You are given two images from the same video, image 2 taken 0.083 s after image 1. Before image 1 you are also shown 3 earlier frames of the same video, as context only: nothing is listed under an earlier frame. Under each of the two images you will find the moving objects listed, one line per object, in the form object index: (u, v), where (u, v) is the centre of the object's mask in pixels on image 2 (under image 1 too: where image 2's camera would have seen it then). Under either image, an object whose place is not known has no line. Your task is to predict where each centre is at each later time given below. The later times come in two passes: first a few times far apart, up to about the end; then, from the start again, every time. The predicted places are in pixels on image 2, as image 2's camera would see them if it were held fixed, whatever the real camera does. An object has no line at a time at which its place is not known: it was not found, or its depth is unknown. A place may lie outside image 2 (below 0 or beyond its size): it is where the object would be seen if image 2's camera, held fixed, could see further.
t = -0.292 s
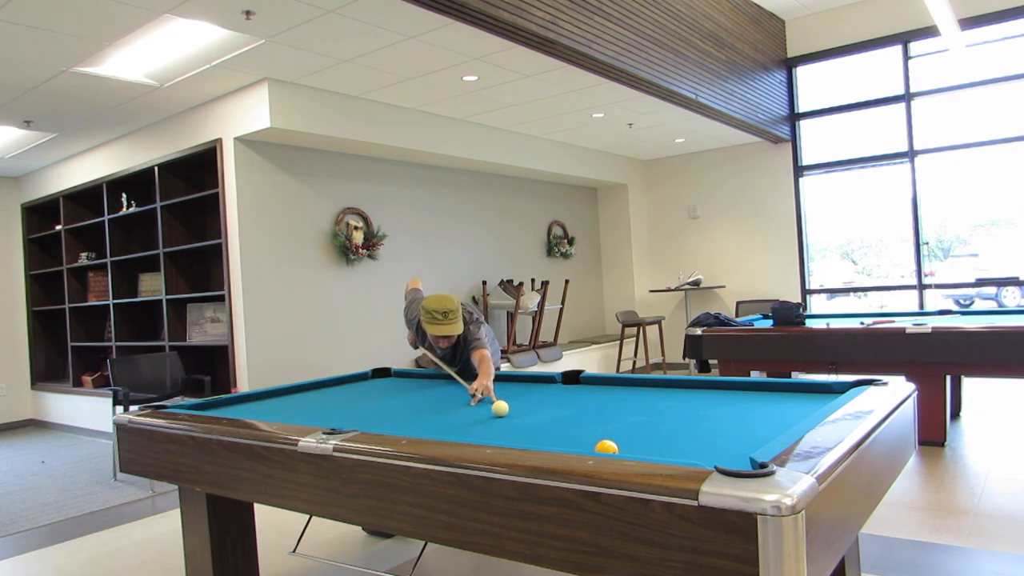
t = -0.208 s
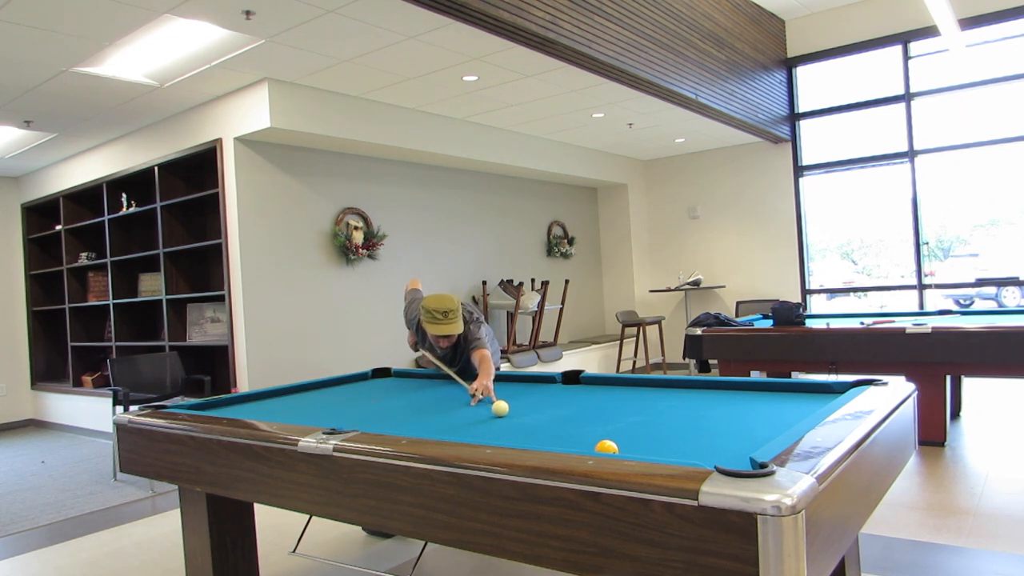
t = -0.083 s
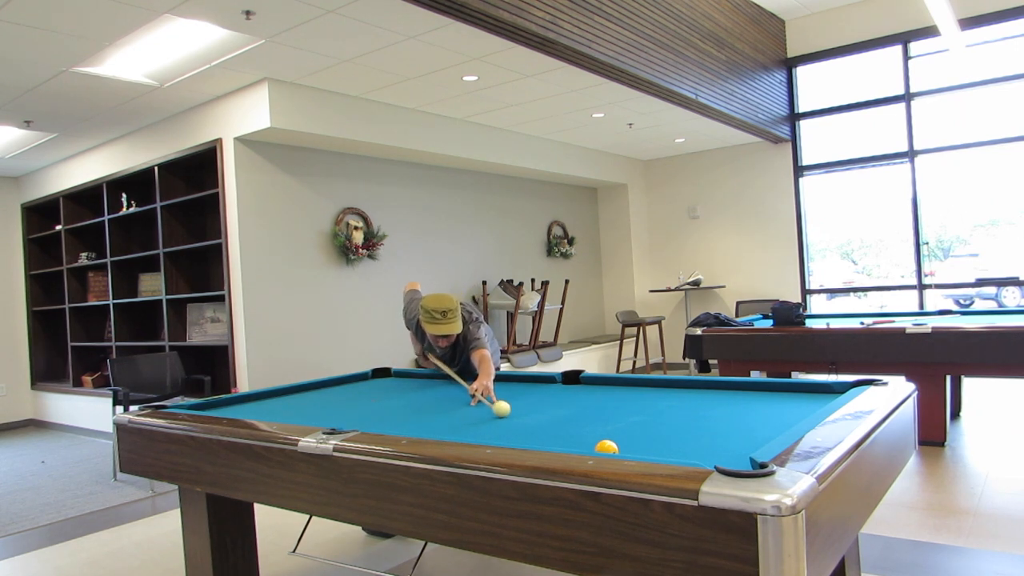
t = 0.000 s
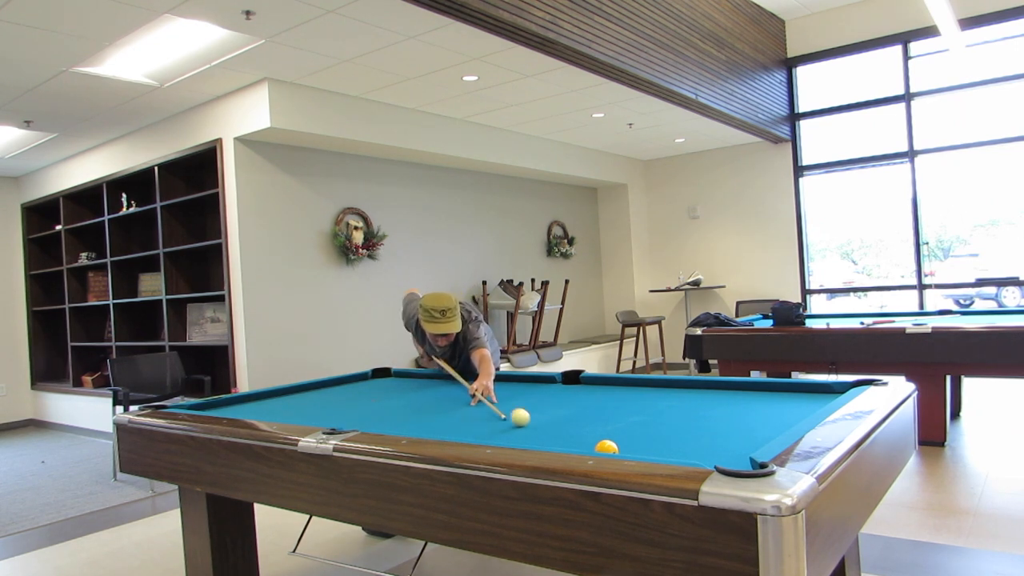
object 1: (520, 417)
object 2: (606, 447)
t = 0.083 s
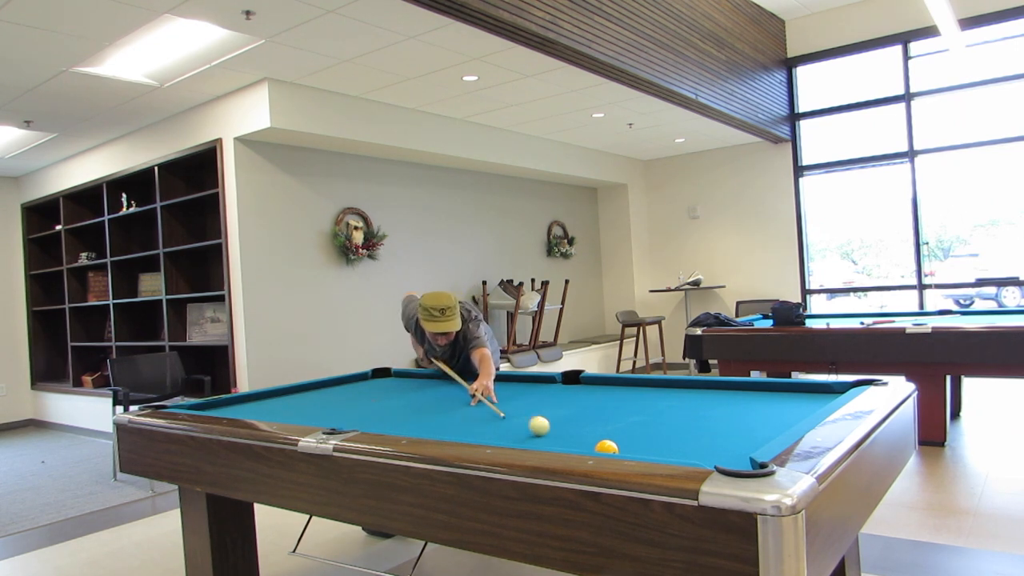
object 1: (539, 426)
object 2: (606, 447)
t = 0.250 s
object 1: (576, 440)
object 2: (606, 447)
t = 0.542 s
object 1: (587, 444)
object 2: (673, 454)
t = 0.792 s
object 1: (594, 441)
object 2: (741, 461)
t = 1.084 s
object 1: (601, 437)
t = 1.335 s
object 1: (606, 434)
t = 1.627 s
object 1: (610, 430)
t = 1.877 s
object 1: (613, 428)
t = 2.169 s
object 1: (615, 426)
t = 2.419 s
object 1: (616, 424)
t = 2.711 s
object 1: (616, 423)
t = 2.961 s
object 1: (617, 422)
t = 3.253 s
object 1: (616, 422)
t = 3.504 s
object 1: (616, 422)
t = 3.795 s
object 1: (616, 422)
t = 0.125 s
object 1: (548, 430)
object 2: (606, 447)
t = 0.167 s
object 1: (558, 434)
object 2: (606, 447)
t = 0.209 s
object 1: (567, 438)
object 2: (606, 447)
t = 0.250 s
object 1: (576, 440)
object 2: (606, 447)
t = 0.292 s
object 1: (584, 443)
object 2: (607, 447)
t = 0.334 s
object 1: (586, 445)
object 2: (613, 447)
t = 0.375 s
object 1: (582, 446)
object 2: (627, 449)
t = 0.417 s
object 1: (583, 445)
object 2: (640, 451)
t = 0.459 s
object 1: (584, 445)
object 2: (651, 452)
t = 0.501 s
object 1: (585, 444)
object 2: (662, 453)
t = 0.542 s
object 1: (587, 444)
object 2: (673, 454)
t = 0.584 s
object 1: (588, 444)
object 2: (684, 455)
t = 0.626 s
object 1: (589, 443)
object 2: (696, 456)
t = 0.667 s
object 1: (590, 442)
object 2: (708, 458)
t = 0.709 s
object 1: (592, 442)
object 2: (718, 459)
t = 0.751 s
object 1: (593, 442)
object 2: (730, 461)
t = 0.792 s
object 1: (594, 441)
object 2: (741, 461)
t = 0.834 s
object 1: (595, 441)
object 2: (738, 462)
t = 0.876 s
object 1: (596, 440)
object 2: (735, 462)
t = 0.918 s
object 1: (597, 440)
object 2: (732, 463)
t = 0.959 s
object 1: (598, 439)
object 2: (731, 464)
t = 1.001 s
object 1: (599, 439)
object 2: (731, 466)
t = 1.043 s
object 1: (600, 438)
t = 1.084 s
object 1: (601, 437)
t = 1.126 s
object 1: (602, 436)
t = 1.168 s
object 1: (603, 436)
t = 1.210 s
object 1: (604, 435)
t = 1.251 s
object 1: (605, 435)
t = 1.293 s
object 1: (605, 434)
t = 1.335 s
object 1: (606, 434)
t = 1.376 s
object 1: (607, 433)
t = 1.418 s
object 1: (608, 433)
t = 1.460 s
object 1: (608, 432)
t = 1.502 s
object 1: (609, 432)
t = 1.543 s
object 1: (609, 431)
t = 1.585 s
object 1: (610, 431)
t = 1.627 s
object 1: (610, 430)
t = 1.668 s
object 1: (611, 430)
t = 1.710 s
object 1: (611, 429)
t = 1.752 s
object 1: (612, 429)
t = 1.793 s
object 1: (612, 429)
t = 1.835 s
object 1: (613, 428)
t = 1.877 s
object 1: (613, 428)
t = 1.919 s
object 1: (613, 427)
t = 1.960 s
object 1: (614, 427)
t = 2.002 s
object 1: (614, 427)
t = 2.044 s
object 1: (614, 426)
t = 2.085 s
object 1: (615, 426)
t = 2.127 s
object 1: (615, 426)
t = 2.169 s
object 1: (615, 426)
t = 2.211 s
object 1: (615, 425)
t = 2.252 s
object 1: (616, 425)
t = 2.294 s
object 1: (616, 425)
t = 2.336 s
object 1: (616, 424)
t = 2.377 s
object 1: (616, 424)
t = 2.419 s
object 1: (616, 424)
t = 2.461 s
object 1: (616, 424)
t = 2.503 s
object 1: (616, 424)
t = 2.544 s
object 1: (616, 424)
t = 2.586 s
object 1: (616, 423)
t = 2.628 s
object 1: (616, 423)
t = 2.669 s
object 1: (616, 423)
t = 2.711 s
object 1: (616, 423)
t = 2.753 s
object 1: (617, 423)
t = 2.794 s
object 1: (617, 423)
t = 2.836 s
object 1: (617, 423)
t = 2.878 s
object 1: (617, 422)
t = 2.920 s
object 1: (617, 422)
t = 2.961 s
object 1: (617, 422)
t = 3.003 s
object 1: (616, 422)
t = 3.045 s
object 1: (617, 422)
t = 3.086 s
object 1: (616, 422)
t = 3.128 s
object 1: (616, 422)
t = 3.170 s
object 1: (616, 422)
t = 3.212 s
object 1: (616, 422)
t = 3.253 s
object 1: (616, 422)
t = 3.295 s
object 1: (616, 422)
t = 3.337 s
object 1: (616, 422)
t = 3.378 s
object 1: (616, 422)
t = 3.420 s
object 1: (616, 422)
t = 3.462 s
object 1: (616, 422)
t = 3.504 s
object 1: (616, 422)
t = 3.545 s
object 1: (616, 422)
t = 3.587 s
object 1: (616, 422)
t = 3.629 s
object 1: (616, 422)
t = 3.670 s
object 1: (616, 422)
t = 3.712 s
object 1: (616, 422)
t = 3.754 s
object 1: (616, 422)
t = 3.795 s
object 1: (616, 422)
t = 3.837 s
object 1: (616, 422)
